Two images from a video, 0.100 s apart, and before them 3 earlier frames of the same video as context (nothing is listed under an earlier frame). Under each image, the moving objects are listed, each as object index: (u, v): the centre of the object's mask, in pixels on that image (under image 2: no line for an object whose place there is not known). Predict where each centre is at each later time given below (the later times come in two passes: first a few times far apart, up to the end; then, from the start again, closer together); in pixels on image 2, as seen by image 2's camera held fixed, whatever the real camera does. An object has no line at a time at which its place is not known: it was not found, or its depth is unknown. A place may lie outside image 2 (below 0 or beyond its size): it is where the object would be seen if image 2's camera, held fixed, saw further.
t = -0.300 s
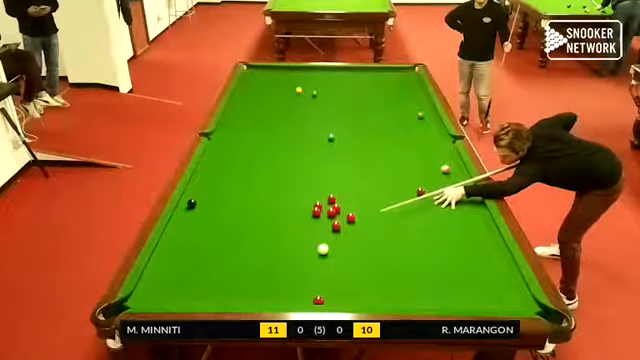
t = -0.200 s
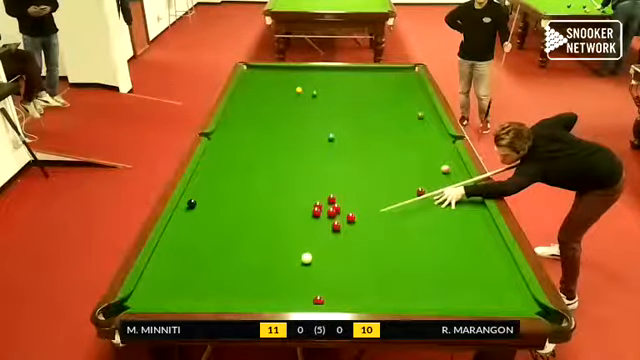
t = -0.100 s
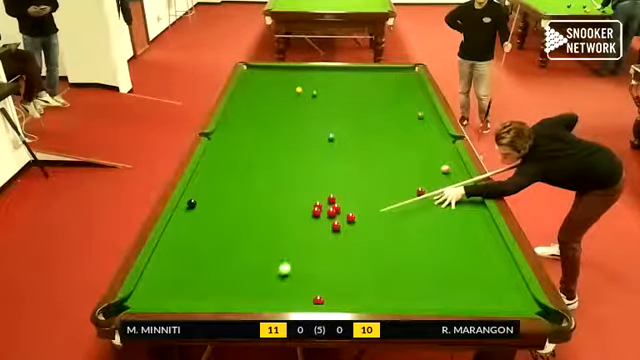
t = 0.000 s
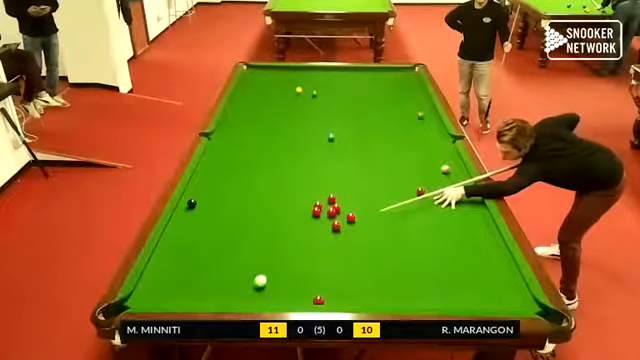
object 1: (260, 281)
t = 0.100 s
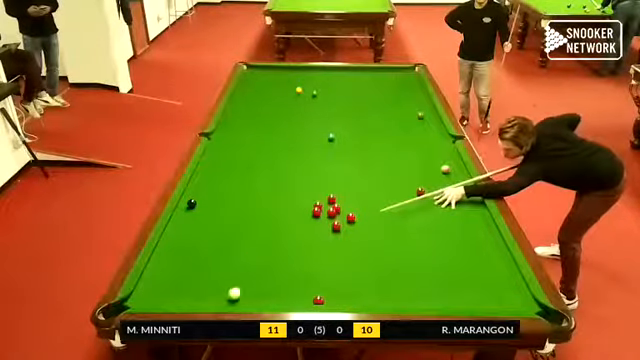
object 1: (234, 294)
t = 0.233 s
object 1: (207, 294)
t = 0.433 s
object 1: (177, 280)
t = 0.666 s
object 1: (155, 265)
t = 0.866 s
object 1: (182, 252)
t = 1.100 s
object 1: (209, 240)
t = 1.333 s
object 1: (233, 229)
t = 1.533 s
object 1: (252, 220)
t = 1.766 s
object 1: (271, 211)
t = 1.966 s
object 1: (286, 204)
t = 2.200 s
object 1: (301, 197)
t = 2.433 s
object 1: (315, 191)
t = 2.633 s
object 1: (326, 185)
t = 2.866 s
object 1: (338, 180)
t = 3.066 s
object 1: (347, 176)
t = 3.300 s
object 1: (357, 171)
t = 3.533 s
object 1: (366, 167)
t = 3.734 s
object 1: (373, 164)
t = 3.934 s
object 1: (380, 161)
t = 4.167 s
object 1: (387, 158)
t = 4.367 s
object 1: (393, 155)
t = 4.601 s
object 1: (399, 153)
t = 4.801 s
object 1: (403, 152)
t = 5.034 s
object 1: (407, 150)
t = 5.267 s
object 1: (412, 148)
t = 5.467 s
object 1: (414, 147)
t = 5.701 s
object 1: (418, 145)
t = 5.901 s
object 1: (420, 145)
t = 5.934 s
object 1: (420, 145)
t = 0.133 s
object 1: (226, 297)
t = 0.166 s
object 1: (217, 300)
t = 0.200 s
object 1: (212, 296)
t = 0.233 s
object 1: (207, 294)
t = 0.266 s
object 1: (202, 292)
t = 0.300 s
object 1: (197, 289)
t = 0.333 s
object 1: (192, 286)
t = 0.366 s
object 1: (187, 284)
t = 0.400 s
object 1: (182, 282)
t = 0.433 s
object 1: (177, 280)
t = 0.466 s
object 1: (172, 277)
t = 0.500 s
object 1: (168, 275)
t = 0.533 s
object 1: (163, 273)
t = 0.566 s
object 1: (159, 270)
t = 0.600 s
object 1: (154, 269)
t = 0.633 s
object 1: (149, 267)
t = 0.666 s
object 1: (155, 265)
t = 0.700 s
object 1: (160, 262)
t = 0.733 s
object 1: (165, 260)
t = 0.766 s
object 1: (169, 258)
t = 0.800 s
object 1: (173, 256)
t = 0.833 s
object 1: (178, 255)
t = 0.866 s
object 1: (182, 252)
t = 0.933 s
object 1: (190, 249)
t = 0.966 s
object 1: (194, 247)
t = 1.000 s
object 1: (198, 245)
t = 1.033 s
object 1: (202, 243)
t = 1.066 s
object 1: (206, 241)
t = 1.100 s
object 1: (209, 240)
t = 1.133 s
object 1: (213, 238)
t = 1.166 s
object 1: (217, 237)
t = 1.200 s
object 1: (220, 235)
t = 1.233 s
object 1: (224, 234)
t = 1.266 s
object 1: (227, 232)
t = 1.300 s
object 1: (230, 230)
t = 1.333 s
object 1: (233, 229)
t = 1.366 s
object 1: (236, 227)
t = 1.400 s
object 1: (240, 226)
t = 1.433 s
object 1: (243, 224)
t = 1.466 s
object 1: (246, 223)
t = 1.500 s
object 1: (249, 222)
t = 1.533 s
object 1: (252, 220)
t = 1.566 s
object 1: (254, 219)
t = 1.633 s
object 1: (260, 216)
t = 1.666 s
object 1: (263, 215)
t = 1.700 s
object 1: (266, 214)
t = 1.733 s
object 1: (268, 213)
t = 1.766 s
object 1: (271, 211)
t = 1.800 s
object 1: (273, 210)
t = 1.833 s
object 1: (276, 209)
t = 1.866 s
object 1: (278, 207)
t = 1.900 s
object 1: (281, 206)
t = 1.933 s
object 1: (284, 205)
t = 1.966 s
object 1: (286, 204)
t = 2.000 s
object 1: (288, 203)
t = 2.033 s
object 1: (290, 202)
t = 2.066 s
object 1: (293, 201)
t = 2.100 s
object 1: (295, 200)
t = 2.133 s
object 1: (297, 199)
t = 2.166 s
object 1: (299, 198)
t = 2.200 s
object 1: (301, 197)
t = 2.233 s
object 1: (303, 196)
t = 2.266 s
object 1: (305, 195)
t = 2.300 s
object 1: (308, 194)
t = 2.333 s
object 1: (309, 193)
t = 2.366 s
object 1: (312, 192)
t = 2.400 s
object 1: (313, 191)
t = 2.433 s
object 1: (315, 191)
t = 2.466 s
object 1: (317, 189)
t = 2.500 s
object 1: (319, 189)
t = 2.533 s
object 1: (321, 188)
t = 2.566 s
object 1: (322, 187)
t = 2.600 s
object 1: (325, 186)
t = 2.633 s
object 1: (326, 185)
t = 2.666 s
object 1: (328, 184)
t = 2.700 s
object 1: (330, 184)
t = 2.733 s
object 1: (331, 183)
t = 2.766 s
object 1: (332, 182)
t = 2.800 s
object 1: (335, 181)
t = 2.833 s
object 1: (336, 180)
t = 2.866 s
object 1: (338, 180)
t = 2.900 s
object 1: (340, 179)
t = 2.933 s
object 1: (341, 179)
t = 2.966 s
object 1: (343, 178)
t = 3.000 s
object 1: (344, 177)
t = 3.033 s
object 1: (345, 176)
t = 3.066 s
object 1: (347, 176)
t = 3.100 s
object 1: (348, 175)
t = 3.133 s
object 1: (350, 174)
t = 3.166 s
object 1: (351, 173)
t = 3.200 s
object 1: (353, 173)
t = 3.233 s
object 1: (354, 172)
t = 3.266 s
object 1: (356, 172)
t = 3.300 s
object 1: (357, 171)
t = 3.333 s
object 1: (359, 171)
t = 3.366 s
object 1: (360, 170)
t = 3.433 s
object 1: (362, 169)
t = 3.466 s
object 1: (363, 168)
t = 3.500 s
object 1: (365, 168)
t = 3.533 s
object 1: (366, 167)
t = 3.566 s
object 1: (367, 167)
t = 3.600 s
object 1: (368, 166)
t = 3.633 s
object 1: (369, 165)
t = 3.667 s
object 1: (371, 165)
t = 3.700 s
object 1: (372, 165)
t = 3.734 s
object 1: (373, 164)
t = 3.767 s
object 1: (374, 164)
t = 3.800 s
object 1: (375, 163)
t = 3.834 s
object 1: (376, 163)
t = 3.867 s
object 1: (377, 162)
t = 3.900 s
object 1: (379, 162)
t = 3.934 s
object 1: (380, 161)
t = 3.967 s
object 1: (382, 160)
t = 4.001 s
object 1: (383, 160)
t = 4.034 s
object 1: (383, 160)
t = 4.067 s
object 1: (384, 159)
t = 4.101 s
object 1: (385, 159)
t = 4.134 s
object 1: (387, 158)
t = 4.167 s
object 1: (387, 158)
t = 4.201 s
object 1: (388, 158)
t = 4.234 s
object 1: (389, 157)
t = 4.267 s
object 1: (390, 157)
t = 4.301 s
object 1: (391, 156)
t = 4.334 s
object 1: (392, 156)
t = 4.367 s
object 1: (393, 155)
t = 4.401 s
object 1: (393, 156)
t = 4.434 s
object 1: (394, 155)
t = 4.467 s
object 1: (395, 155)
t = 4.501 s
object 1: (396, 154)
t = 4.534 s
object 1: (397, 154)
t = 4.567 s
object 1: (398, 154)
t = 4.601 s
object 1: (399, 153)
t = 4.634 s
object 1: (399, 153)
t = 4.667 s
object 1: (400, 153)
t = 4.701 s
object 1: (401, 152)
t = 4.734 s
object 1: (402, 152)
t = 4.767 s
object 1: (402, 152)
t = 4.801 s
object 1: (403, 152)
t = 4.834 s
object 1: (404, 151)
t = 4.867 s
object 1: (405, 151)
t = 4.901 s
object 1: (406, 151)
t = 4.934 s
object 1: (406, 150)
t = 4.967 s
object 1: (407, 150)
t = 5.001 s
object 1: (407, 150)
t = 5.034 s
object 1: (407, 150)
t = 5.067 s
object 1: (408, 149)
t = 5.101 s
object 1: (409, 149)
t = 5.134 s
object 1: (409, 149)
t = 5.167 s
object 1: (410, 149)
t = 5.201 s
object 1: (411, 148)
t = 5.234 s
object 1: (412, 148)
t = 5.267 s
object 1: (412, 148)
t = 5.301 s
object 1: (413, 148)
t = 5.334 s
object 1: (413, 148)
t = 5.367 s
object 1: (413, 148)
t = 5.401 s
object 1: (414, 147)
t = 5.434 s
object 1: (414, 147)
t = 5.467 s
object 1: (414, 147)
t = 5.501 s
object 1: (415, 147)
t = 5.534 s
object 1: (416, 146)
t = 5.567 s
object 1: (416, 146)
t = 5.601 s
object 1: (416, 146)
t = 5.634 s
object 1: (417, 146)
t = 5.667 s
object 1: (417, 146)
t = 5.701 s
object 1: (418, 145)
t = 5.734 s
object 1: (418, 145)
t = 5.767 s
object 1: (419, 145)
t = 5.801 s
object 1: (419, 145)
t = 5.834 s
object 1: (419, 145)
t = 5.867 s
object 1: (420, 145)
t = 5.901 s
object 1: (420, 145)
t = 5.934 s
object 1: (420, 145)
